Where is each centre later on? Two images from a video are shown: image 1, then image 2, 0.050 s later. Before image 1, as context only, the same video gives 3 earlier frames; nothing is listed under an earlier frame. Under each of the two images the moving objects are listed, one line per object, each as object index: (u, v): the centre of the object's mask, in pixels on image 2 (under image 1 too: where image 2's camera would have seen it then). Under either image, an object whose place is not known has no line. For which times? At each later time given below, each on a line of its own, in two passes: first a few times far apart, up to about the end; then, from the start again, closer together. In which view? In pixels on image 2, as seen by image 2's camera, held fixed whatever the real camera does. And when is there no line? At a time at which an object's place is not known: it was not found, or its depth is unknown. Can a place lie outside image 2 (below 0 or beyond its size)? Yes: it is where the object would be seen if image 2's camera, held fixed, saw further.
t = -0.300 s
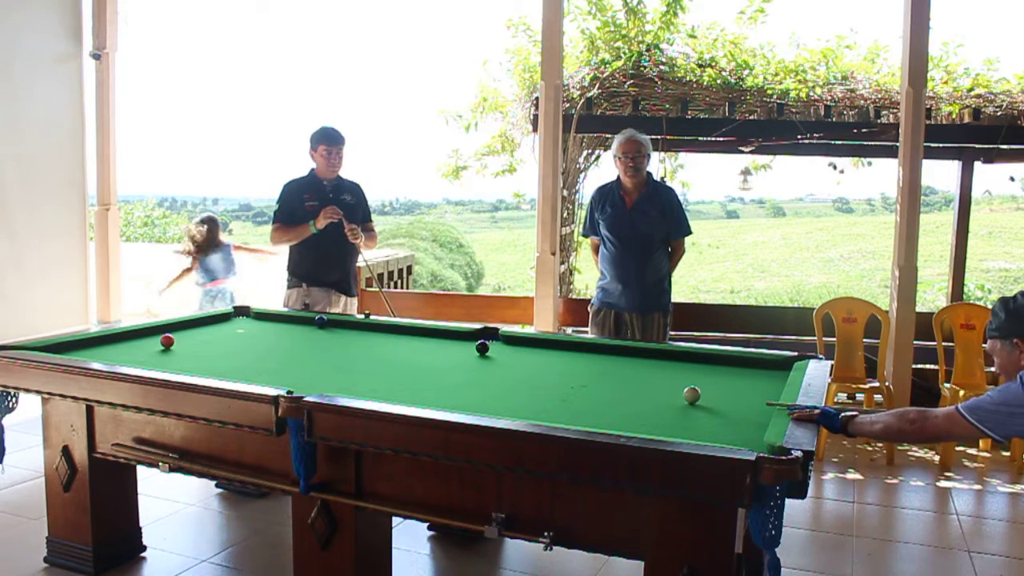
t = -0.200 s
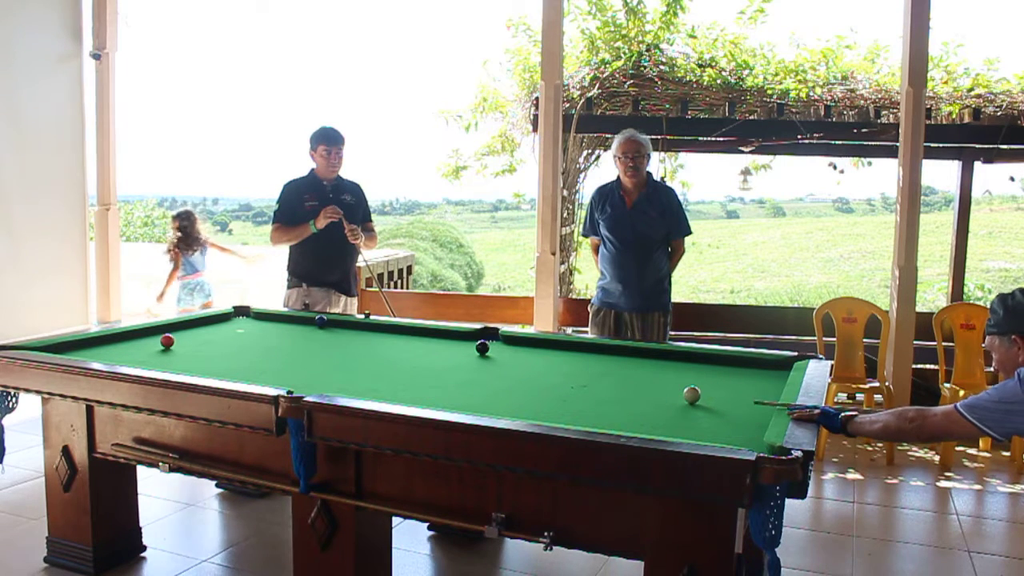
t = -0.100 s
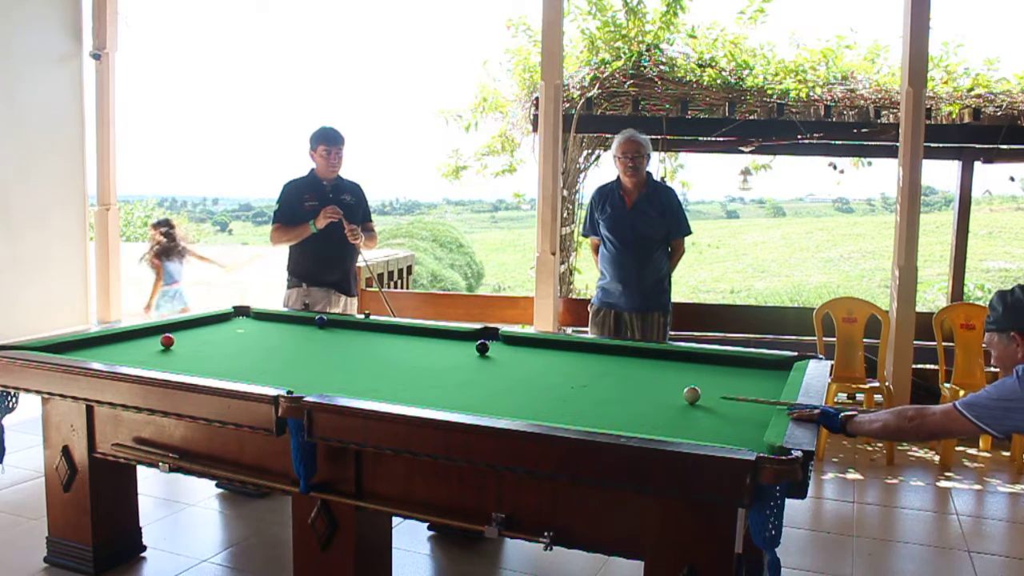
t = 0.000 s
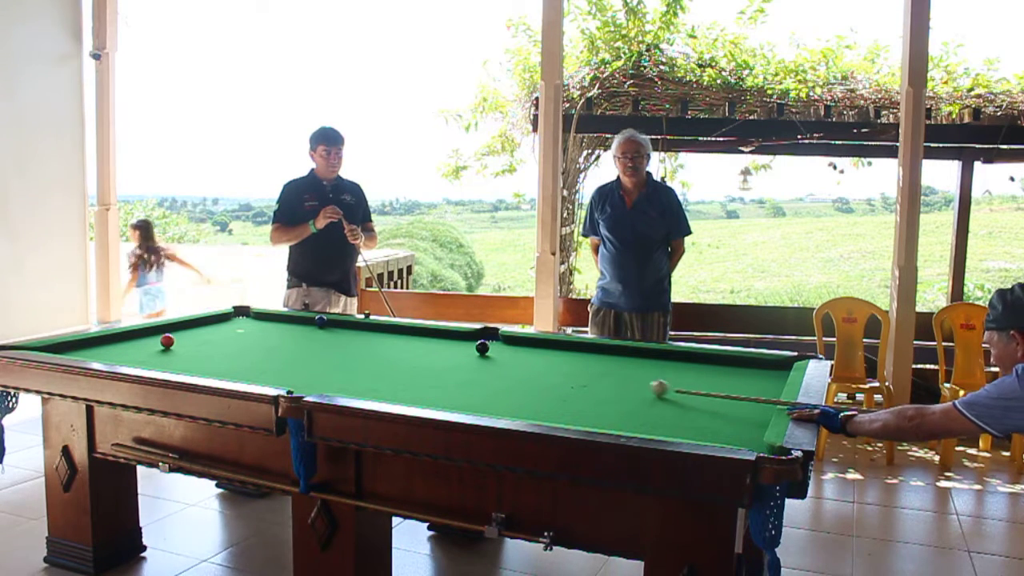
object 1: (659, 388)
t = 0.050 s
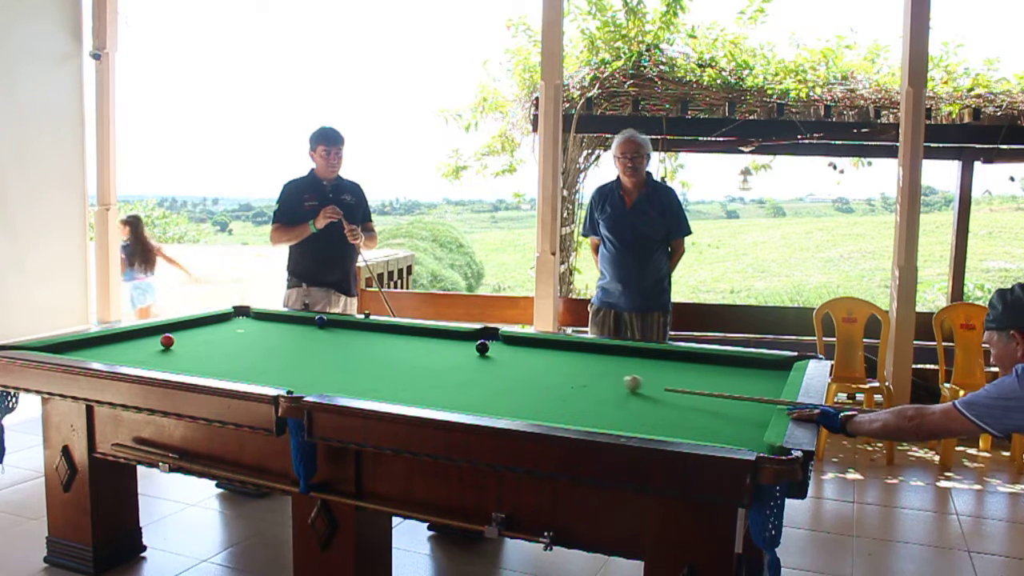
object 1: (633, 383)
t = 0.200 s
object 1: (562, 370)
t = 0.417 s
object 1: (478, 352)
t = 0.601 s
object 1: (415, 340)
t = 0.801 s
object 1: (359, 329)
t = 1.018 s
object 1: (318, 323)
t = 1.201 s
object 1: (298, 321)
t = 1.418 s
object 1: (275, 320)
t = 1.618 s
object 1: (256, 318)
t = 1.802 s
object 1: (239, 317)
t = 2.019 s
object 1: (223, 317)
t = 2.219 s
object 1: (228, 319)
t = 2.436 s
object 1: (234, 320)
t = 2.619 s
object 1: (238, 321)
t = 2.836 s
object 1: (243, 322)
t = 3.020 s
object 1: (247, 324)
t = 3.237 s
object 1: (251, 325)
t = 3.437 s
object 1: (254, 326)
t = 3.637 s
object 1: (258, 327)
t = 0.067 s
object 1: (624, 381)
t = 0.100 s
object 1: (608, 378)
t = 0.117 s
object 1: (600, 377)
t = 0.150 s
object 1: (585, 374)
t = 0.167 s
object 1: (577, 372)
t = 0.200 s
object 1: (562, 370)
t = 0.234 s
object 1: (548, 366)
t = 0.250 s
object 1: (541, 365)
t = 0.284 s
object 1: (528, 363)
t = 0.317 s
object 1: (514, 360)
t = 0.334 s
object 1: (508, 359)
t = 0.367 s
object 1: (495, 356)
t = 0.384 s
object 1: (489, 355)
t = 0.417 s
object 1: (478, 352)
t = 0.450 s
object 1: (465, 350)
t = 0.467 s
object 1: (459, 349)
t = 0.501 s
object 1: (448, 347)
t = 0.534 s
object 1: (437, 345)
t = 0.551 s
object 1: (432, 344)
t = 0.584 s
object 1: (421, 341)
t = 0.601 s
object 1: (415, 340)
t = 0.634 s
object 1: (405, 338)
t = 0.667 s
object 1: (396, 336)
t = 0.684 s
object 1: (391, 335)
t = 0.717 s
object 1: (381, 334)
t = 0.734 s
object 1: (376, 333)
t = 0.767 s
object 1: (367, 330)
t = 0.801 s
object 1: (359, 329)
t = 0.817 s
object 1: (354, 328)
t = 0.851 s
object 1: (345, 326)
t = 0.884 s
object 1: (337, 325)
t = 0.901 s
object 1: (333, 324)
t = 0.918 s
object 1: (329, 323)
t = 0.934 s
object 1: (325, 323)
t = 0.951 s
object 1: (324, 322)
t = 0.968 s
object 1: (322, 323)
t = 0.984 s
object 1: (321, 323)
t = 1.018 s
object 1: (318, 323)
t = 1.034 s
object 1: (316, 323)
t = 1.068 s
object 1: (313, 322)
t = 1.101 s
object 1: (309, 322)
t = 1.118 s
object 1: (308, 322)
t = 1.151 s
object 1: (304, 322)
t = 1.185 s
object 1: (300, 322)
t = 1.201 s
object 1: (298, 321)
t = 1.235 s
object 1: (294, 321)
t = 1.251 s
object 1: (293, 321)
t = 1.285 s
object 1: (289, 321)
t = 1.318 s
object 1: (286, 320)
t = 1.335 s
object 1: (284, 320)
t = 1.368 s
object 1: (281, 320)
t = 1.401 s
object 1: (277, 320)
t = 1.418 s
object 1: (275, 320)
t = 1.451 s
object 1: (272, 320)
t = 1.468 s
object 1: (270, 320)
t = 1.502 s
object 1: (267, 319)
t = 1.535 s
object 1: (263, 319)
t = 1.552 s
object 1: (262, 319)
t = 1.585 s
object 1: (259, 319)
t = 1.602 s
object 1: (257, 319)
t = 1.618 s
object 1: (256, 318)
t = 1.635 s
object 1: (254, 318)
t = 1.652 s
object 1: (253, 318)
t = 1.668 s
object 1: (251, 318)
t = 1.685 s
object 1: (249, 318)
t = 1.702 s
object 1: (248, 318)
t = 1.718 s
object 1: (247, 318)
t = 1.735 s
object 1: (245, 318)
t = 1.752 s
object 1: (243, 318)
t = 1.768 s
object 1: (242, 318)
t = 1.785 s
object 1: (240, 317)
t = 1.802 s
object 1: (239, 317)
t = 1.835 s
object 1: (236, 317)
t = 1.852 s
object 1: (234, 317)
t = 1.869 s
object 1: (233, 317)
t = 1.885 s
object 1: (231, 317)
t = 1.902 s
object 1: (230, 317)
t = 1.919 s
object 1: (229, 317)
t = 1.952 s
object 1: (226, 317)
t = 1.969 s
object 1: (225, 317)
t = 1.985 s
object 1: (223, 317)
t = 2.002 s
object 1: (222, 317)
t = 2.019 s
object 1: (223, 317)
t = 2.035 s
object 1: (223, 317)
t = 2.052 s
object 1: (223, 317)
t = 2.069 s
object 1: (224, 317)
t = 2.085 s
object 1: (225, 317)
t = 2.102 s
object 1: (225, 317)
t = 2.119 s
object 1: (225, 317)
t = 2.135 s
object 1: (225, 318)
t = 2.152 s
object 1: (226, 318)
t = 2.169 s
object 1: (227, 318)
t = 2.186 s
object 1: (227, 318)
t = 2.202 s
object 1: (227, 318)
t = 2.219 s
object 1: (228, 319)
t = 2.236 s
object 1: (228, 319)
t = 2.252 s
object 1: (229, 319)
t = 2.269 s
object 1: (229, 319)
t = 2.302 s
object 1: (230, 319)
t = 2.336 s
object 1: (231, 319)
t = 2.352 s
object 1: (231, 319)
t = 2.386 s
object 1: (232, 320)
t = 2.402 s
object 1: (233, 320)
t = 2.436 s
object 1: (234, 320)
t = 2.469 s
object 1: (234, 320)
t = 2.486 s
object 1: (235, 320)
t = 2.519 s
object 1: (236, 321)
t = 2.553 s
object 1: (236, 321)
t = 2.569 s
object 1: (236, 321)
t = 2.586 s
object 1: (237, 321)
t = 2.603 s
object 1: (237, 321)
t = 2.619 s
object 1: (238, 321)
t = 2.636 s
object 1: (238, 321)
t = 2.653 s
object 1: (239, 321)
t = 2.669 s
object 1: (239, 321)
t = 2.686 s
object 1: (239, 321)
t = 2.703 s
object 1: (240, 322)
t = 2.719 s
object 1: (240, 322)
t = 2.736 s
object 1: (240, 322)
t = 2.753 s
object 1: (240, 322)
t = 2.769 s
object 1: (241, 322)
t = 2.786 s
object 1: (241, 322)
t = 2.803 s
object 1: (241, 322)
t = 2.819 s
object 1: (242, 322)
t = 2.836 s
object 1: (243, 322)
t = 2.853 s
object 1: (243, 323)
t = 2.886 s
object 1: (244, 323)
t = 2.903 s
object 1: (244, 323)
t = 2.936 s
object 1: (245, 323)
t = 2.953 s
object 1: (245, 323)
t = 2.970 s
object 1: (245, 323)
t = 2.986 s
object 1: (246, 323)
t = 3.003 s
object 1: (246, 324)
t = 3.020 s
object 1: (247, 324)
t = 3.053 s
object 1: (247, 324)
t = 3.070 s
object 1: (248, 324)
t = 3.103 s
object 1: (248, 325)
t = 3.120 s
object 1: (249, 324)
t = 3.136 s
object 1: (249, 324)
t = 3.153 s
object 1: (249, 325)
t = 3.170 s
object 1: (250, 325)
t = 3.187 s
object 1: (250, 325)
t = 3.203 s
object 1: (250, 325)
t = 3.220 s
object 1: (251, 325)
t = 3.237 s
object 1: (251, 325)
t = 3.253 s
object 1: (251, 325)
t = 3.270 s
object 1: (252, 325)
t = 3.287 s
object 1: (252, 325)
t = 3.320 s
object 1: (253, 325)
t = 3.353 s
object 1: (253, 325)
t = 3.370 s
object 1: (253, 326)
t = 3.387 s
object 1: (253, 326)
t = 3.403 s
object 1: (254, 326)
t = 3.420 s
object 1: (254, 326)
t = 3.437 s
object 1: (254, 326)
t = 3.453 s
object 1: (255, 326)
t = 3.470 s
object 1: (255, 326)
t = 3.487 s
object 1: (255, 326)
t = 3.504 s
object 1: (255, 326)
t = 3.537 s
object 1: (256, 326)
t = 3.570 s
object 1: (257, 327)
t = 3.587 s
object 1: (257, 326)
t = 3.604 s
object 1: (257, 326)
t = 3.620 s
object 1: (258, 327)
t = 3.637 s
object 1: (258, 327)
